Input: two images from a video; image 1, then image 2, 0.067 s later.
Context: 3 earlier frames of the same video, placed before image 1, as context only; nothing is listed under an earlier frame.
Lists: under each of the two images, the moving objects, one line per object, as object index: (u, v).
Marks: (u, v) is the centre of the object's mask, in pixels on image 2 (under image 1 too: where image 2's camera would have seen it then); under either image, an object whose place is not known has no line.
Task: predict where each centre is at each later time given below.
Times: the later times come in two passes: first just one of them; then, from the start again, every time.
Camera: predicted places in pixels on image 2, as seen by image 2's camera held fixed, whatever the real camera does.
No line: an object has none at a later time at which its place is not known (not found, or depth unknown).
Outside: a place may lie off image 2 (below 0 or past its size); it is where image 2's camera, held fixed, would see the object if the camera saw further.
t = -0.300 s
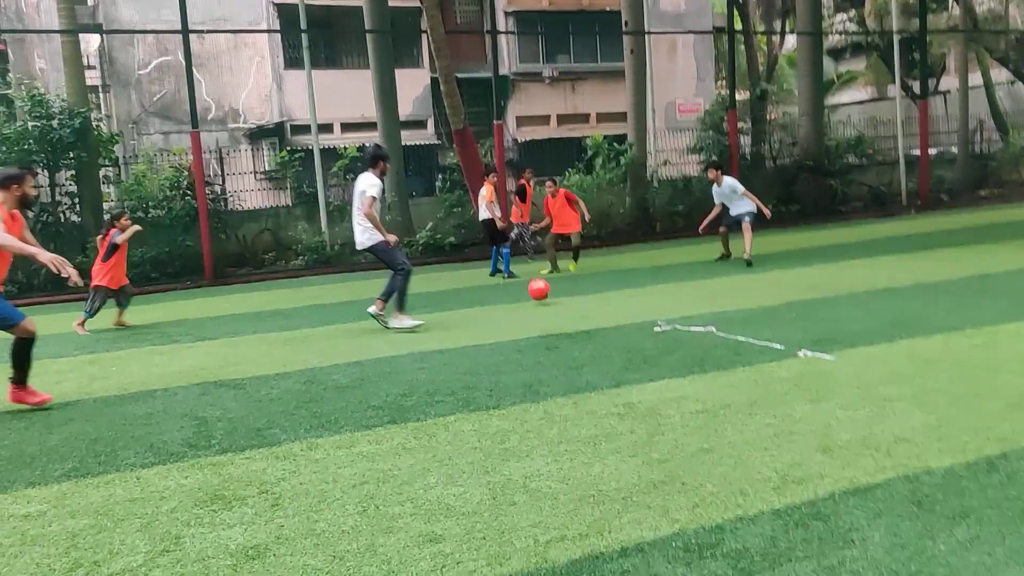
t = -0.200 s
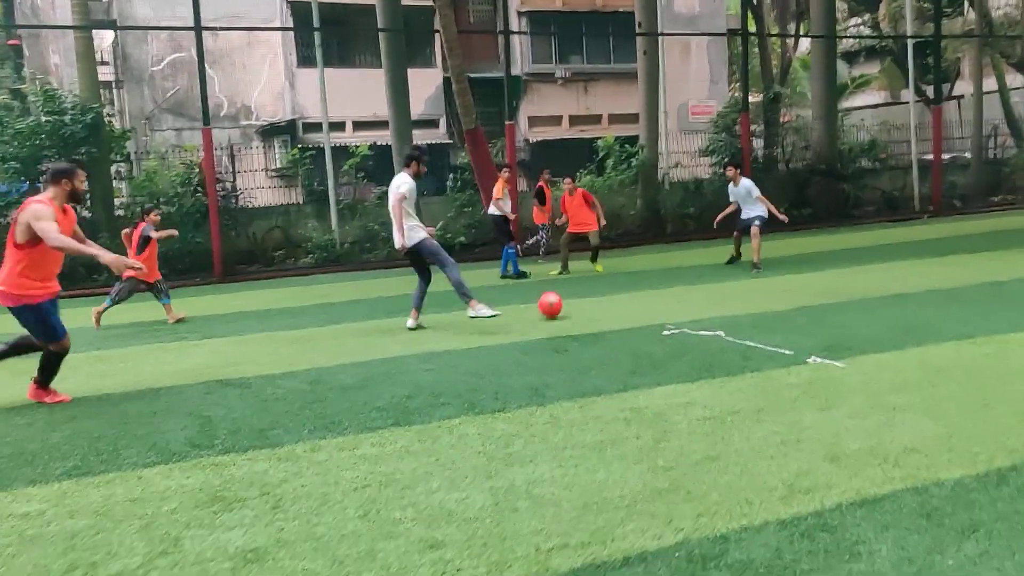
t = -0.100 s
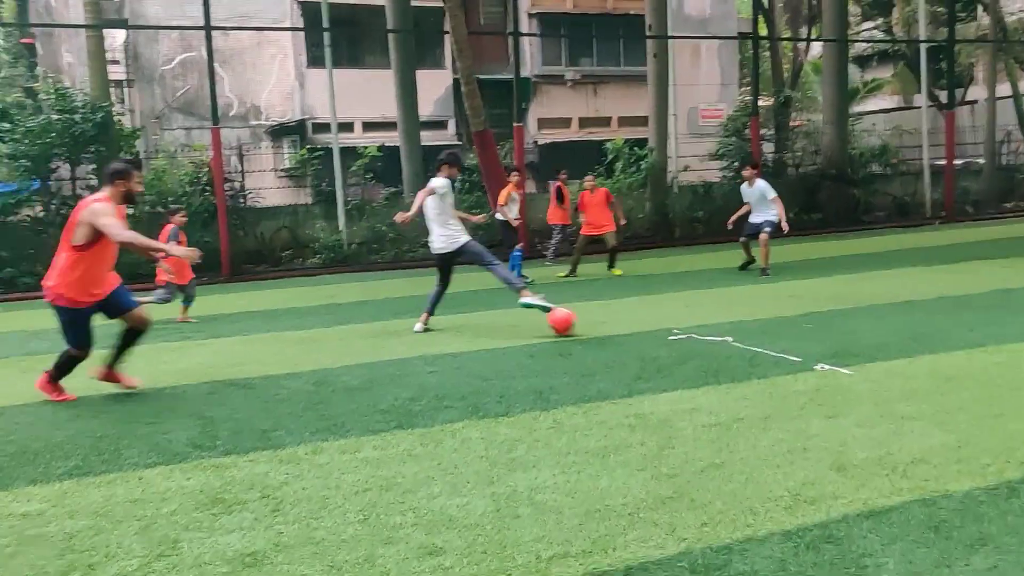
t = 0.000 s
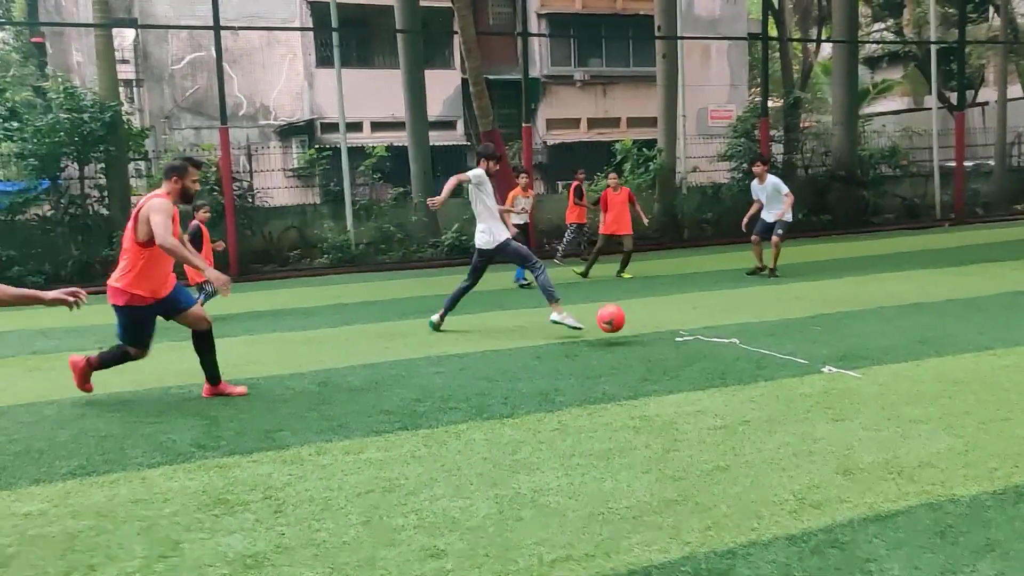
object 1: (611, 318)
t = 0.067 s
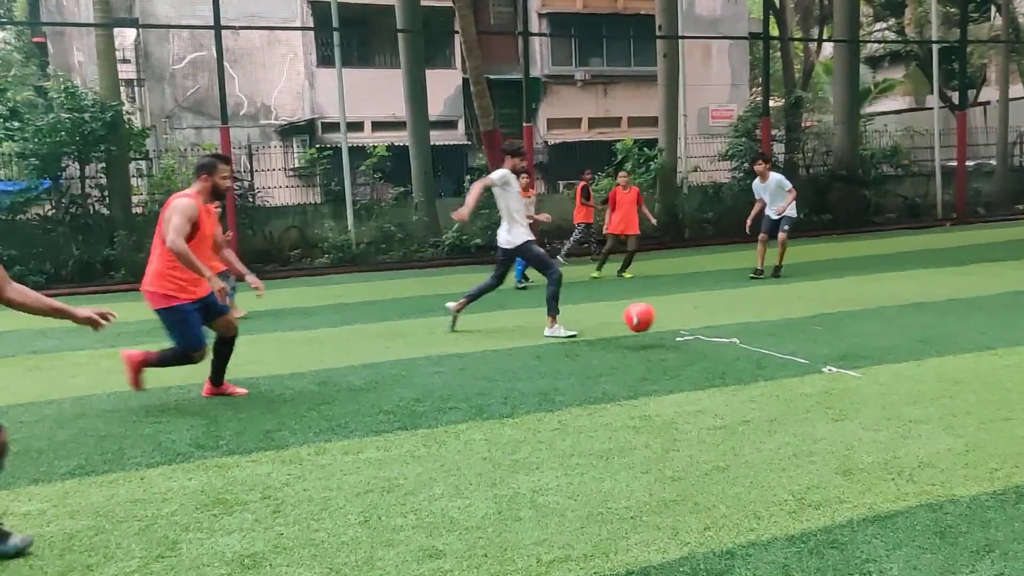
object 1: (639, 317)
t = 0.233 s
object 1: (722, 343)
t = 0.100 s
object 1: (655, 318)
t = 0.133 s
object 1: (671, 322)
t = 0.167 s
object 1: (686, 328)
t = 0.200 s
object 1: (704, 334)
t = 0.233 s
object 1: (722, 343)
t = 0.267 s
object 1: (738, 344)
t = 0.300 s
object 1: (756, 340)
